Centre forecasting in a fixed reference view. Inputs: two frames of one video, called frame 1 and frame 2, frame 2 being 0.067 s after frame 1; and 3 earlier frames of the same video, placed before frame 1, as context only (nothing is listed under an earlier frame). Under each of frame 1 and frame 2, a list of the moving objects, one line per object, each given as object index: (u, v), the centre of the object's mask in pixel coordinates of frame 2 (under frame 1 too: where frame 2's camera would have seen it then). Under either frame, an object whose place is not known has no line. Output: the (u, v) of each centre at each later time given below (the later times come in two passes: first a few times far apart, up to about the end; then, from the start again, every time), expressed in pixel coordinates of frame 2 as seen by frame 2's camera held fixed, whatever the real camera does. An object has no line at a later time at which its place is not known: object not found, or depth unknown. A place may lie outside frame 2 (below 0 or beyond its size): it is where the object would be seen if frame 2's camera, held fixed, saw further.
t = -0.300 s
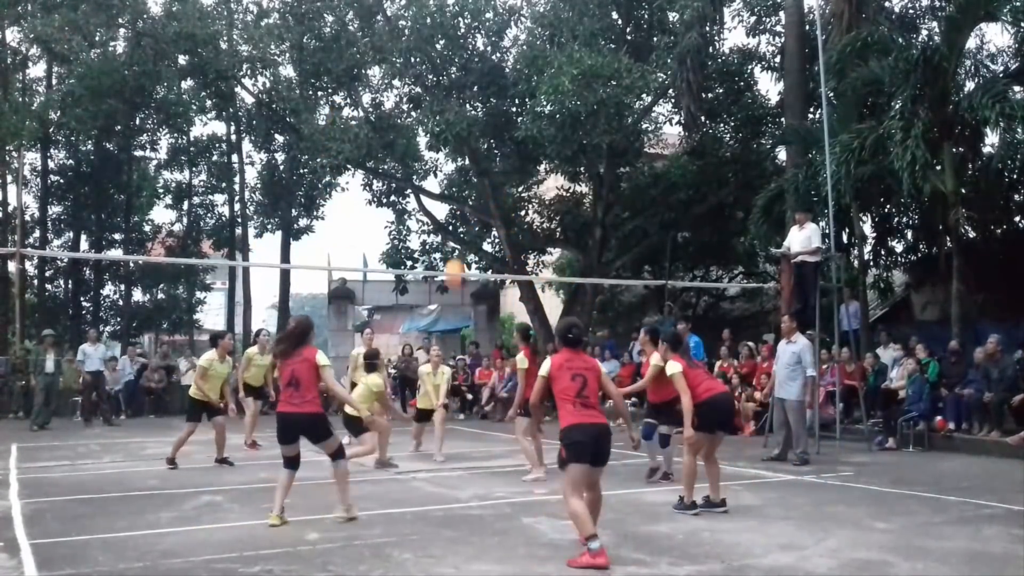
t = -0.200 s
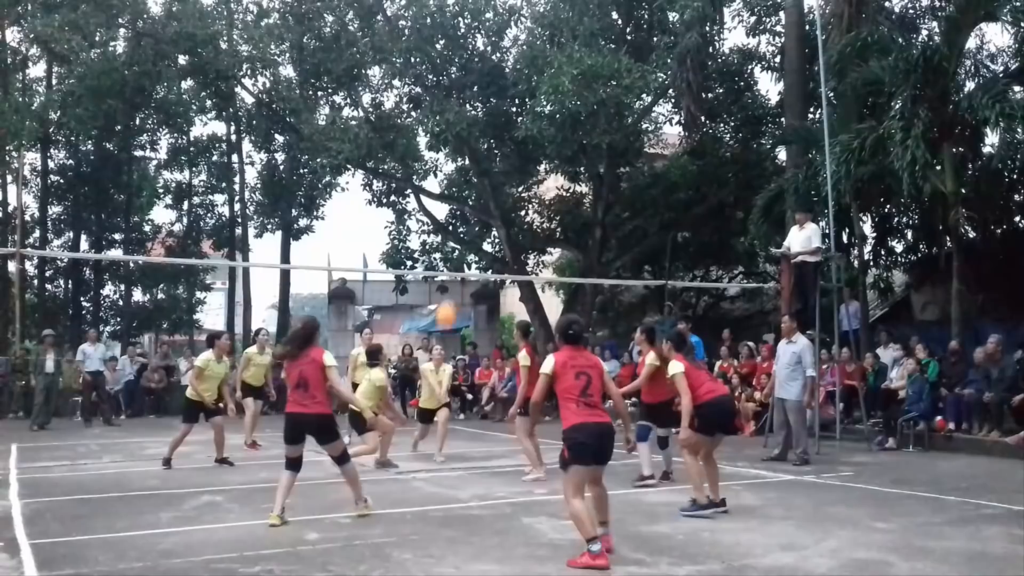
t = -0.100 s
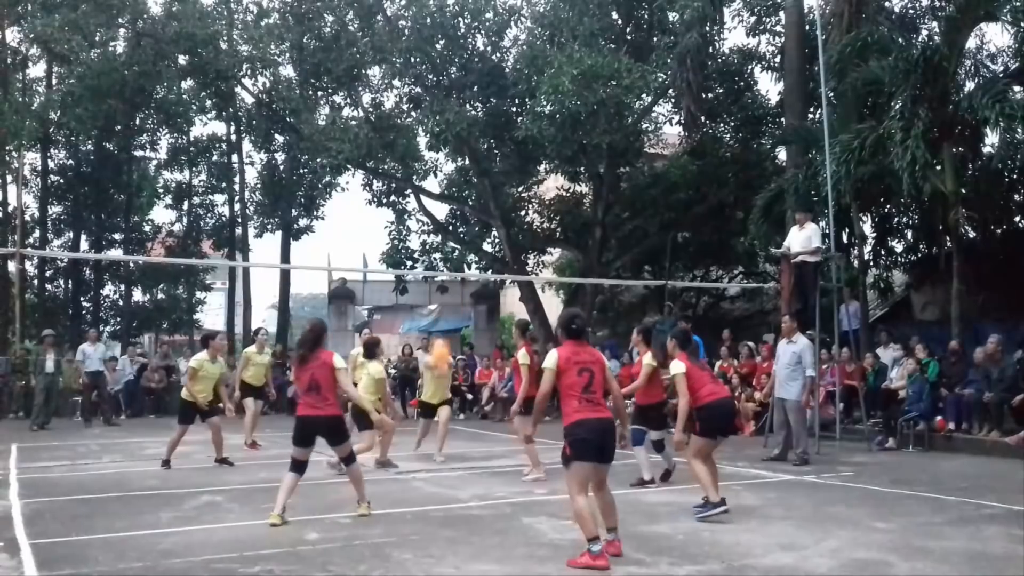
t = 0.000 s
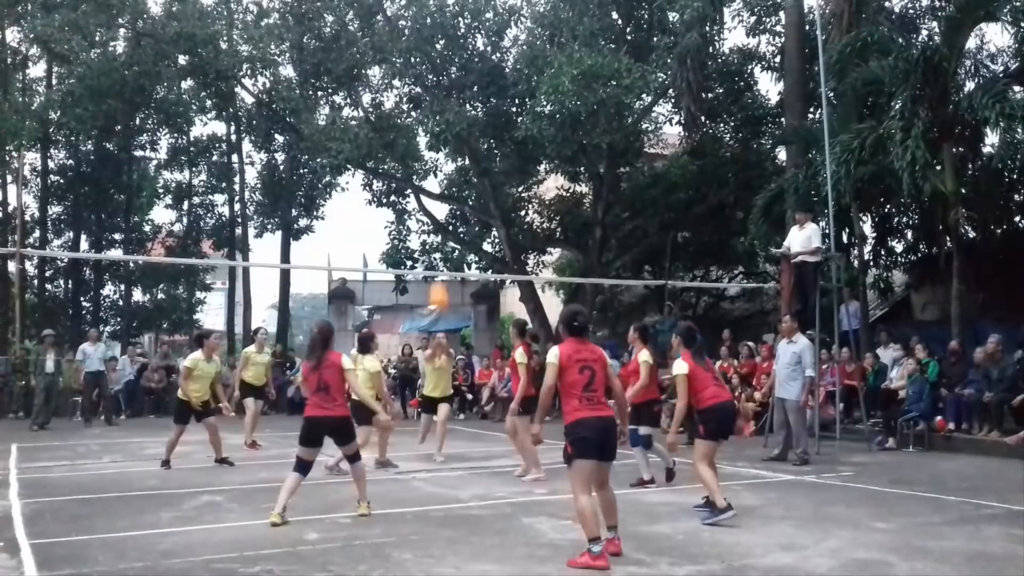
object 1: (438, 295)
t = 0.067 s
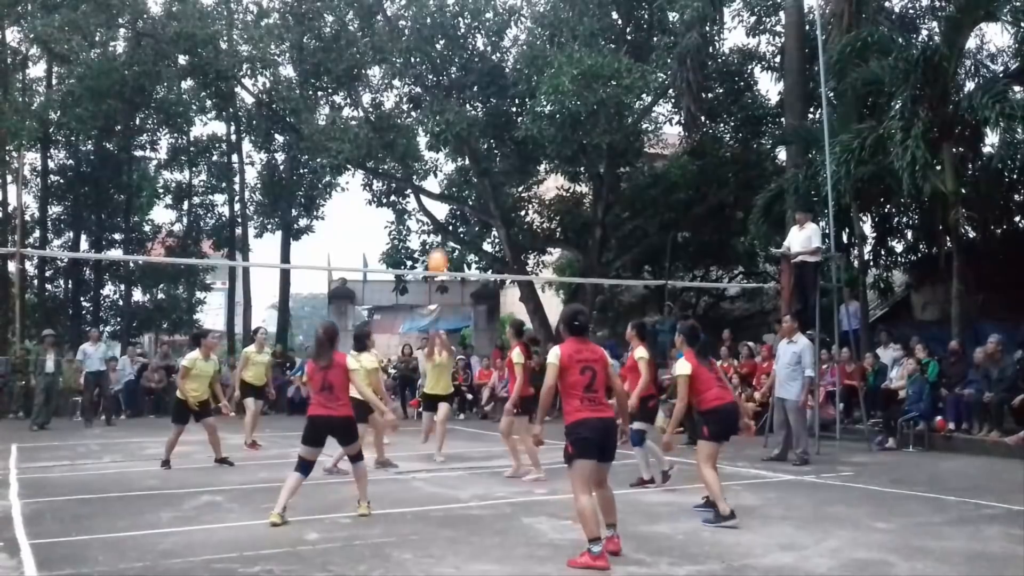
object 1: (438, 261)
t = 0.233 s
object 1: (437, 197)
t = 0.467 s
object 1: (435, 144)
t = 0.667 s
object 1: (433, 137)
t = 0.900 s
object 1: (432, 170)
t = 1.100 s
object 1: (432, 240)
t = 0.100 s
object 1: (438, 248)
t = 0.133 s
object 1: (438, 233)
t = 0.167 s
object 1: (436, 224)
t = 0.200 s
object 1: (435, 207)
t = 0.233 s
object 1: (437, 197)
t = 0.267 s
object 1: (436, 190)
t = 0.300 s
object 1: (436, 177)
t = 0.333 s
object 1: (435, 169)
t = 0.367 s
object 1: (435, 161)
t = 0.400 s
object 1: (435, 154)
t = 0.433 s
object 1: (435, 148)
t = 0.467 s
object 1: (435, 144)
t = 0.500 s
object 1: (434, 141)
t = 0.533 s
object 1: (434, 139)
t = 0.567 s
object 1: (434, 137)
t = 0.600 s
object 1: (434, 136)
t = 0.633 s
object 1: (433, 136)
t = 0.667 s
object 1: (433, 137)
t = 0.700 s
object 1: (433, 139)
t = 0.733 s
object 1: (433, 141)
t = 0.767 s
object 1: (432, 145)
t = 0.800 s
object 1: (432, 150)
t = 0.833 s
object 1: (432, 156)
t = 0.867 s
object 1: (431, 163)
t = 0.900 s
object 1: (432, 170)
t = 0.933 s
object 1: (431, 179)
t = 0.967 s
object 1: (433, 193)
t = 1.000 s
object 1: (430, 202)
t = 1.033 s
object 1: (431, 215)
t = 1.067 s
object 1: (432, 226)
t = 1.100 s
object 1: (432, 240)
